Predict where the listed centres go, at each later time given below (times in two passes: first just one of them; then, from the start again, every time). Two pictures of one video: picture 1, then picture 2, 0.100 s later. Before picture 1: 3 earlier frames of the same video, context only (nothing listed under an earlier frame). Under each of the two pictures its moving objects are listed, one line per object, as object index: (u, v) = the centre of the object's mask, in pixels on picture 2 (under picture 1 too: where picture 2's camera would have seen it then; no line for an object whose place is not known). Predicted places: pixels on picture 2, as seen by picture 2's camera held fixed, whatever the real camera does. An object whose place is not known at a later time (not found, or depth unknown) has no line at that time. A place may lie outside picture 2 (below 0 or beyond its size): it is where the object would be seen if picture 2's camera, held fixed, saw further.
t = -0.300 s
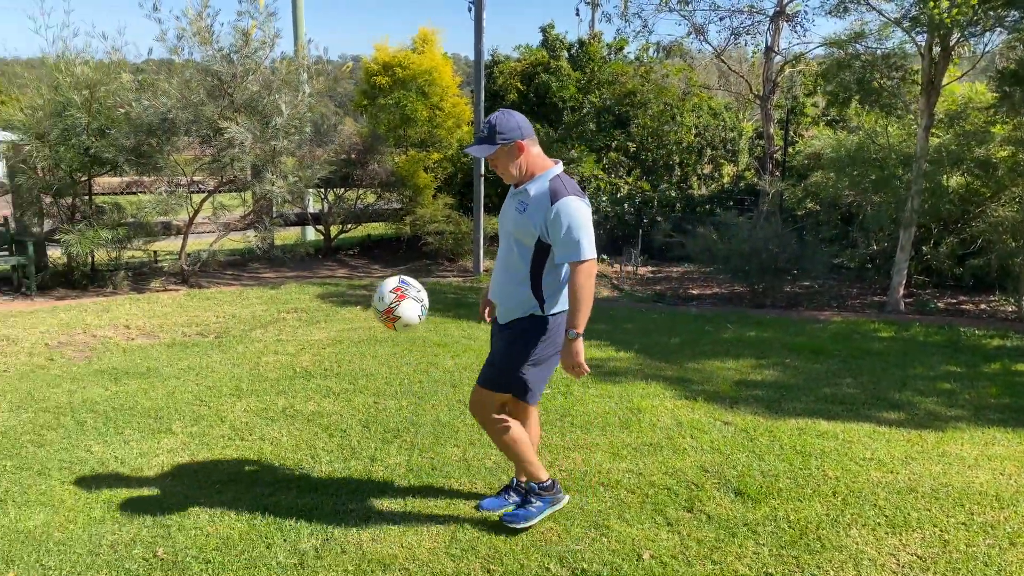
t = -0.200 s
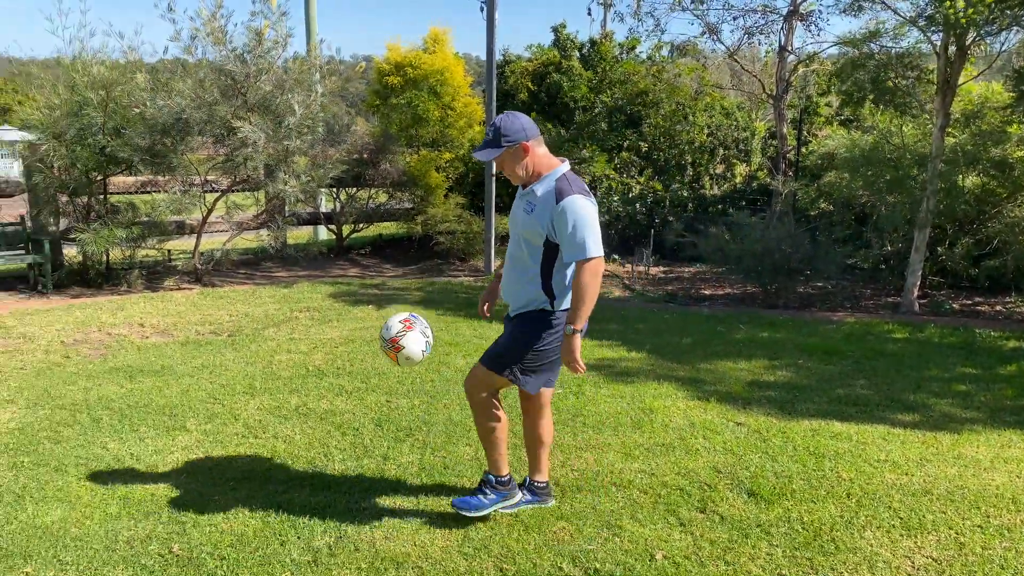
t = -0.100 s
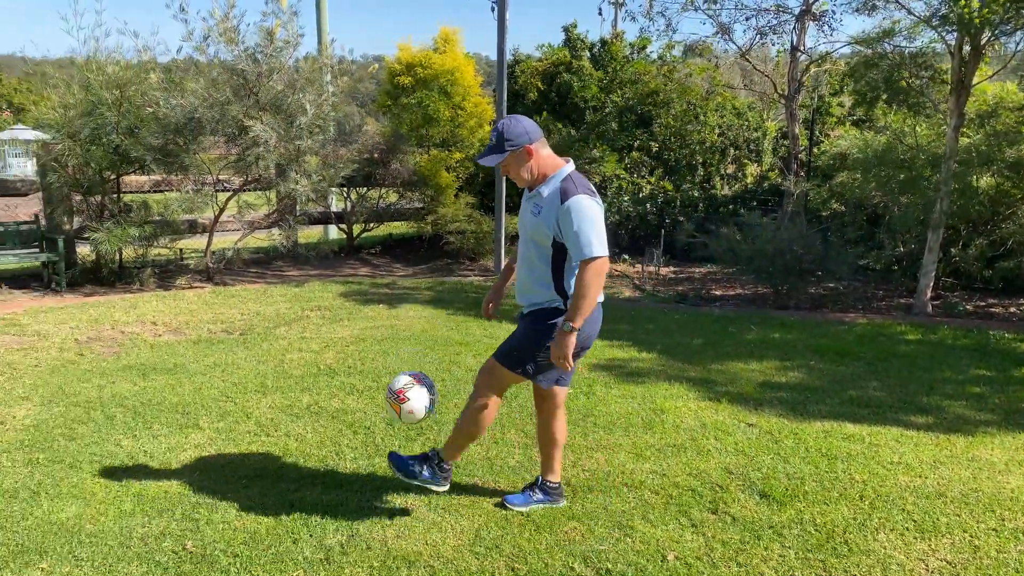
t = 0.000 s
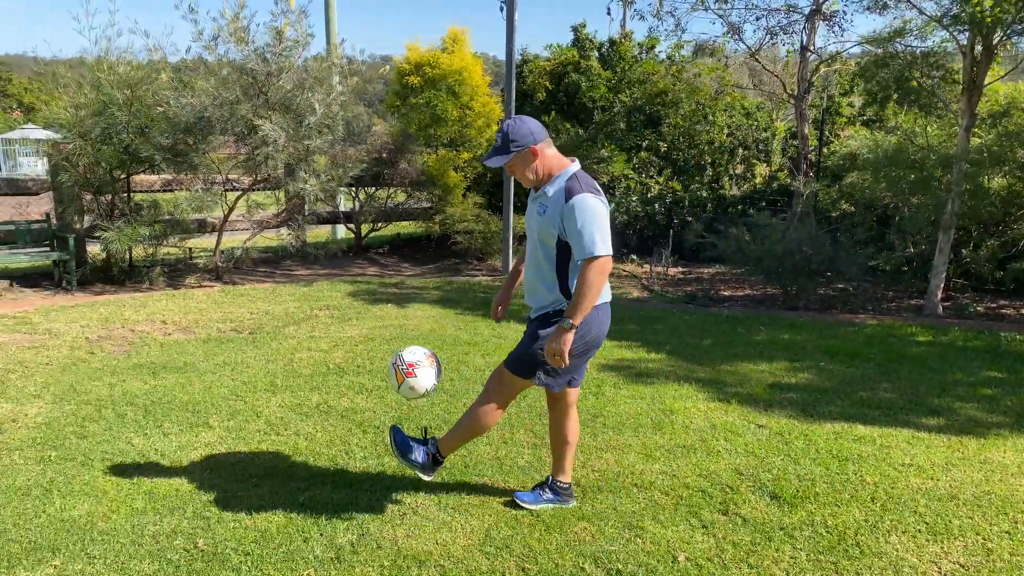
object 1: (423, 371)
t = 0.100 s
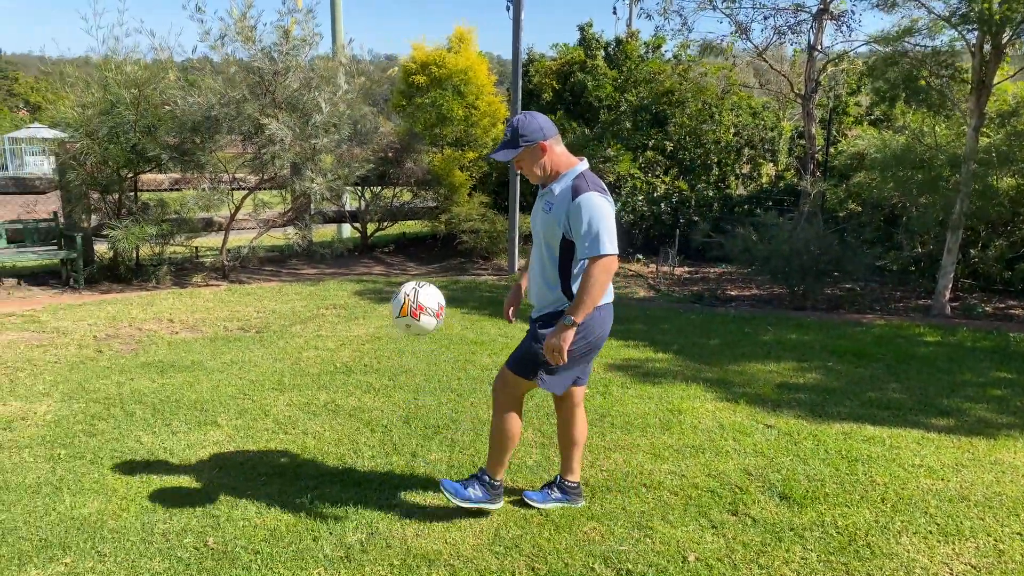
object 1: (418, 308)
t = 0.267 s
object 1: (411, 250)
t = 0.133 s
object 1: (416, 291)
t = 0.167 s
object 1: (415, 277)
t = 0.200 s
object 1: (414, 266)
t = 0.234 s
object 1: (412, 256)
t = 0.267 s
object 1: (411, 250)
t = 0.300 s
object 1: (410, 246)
